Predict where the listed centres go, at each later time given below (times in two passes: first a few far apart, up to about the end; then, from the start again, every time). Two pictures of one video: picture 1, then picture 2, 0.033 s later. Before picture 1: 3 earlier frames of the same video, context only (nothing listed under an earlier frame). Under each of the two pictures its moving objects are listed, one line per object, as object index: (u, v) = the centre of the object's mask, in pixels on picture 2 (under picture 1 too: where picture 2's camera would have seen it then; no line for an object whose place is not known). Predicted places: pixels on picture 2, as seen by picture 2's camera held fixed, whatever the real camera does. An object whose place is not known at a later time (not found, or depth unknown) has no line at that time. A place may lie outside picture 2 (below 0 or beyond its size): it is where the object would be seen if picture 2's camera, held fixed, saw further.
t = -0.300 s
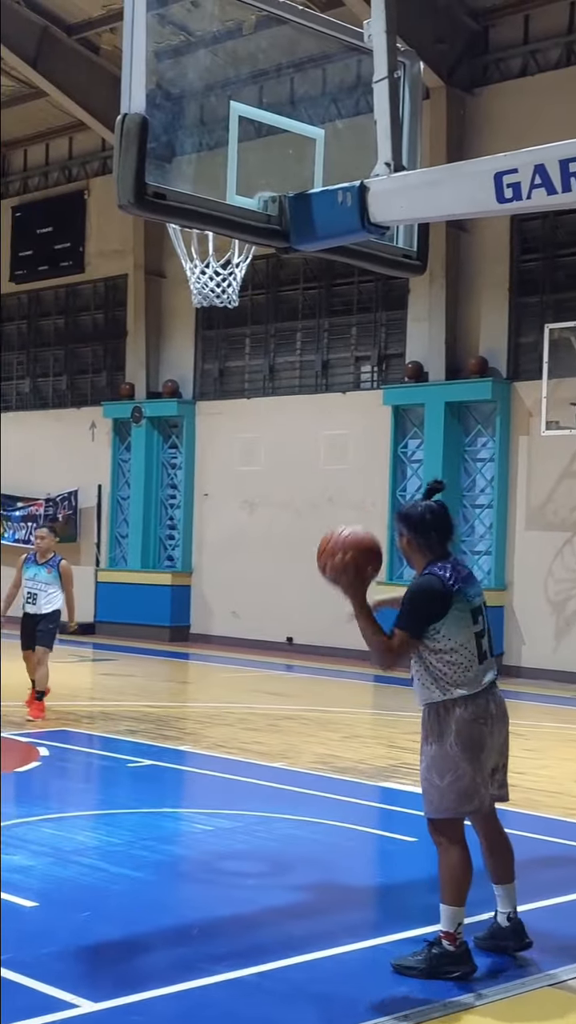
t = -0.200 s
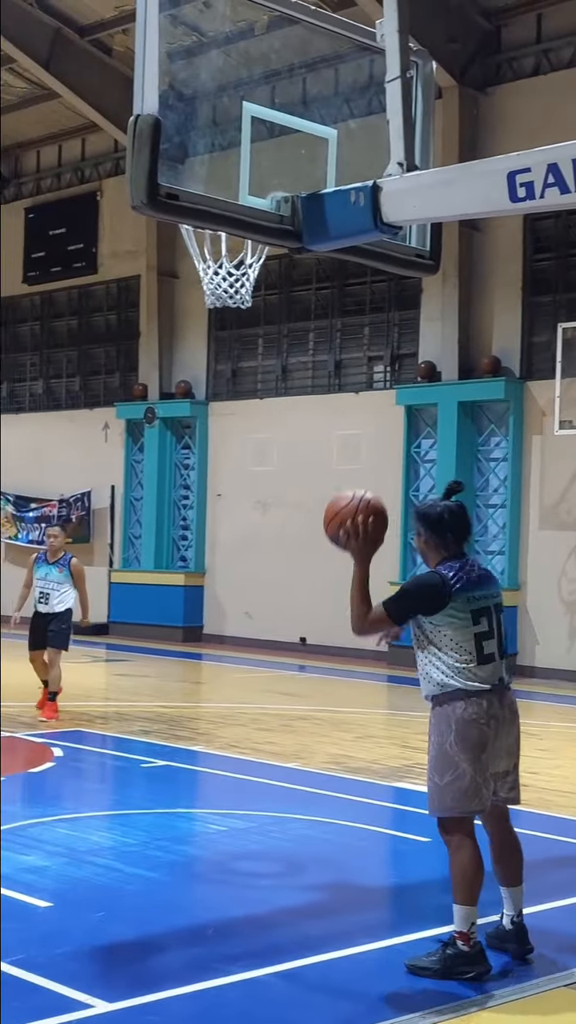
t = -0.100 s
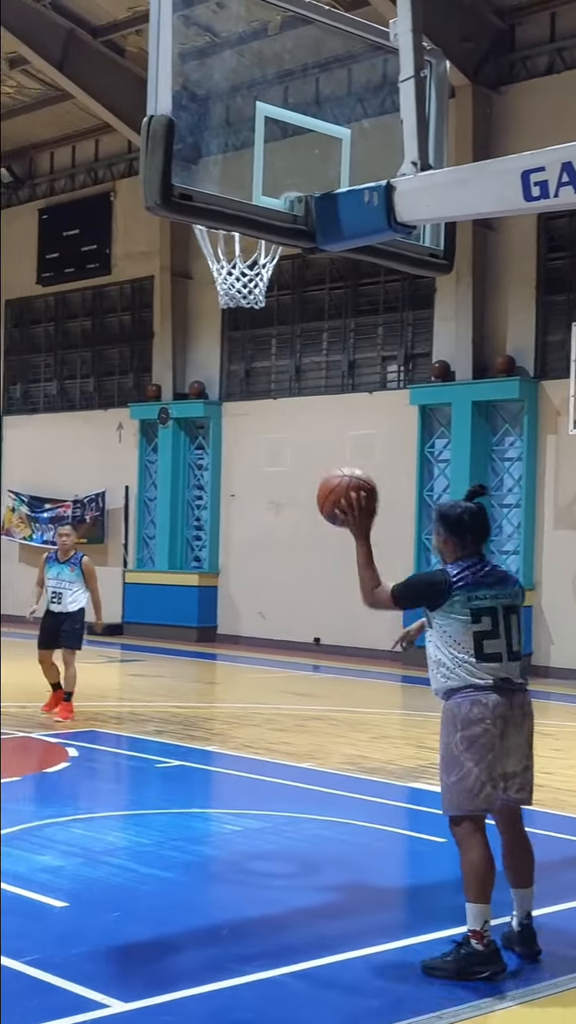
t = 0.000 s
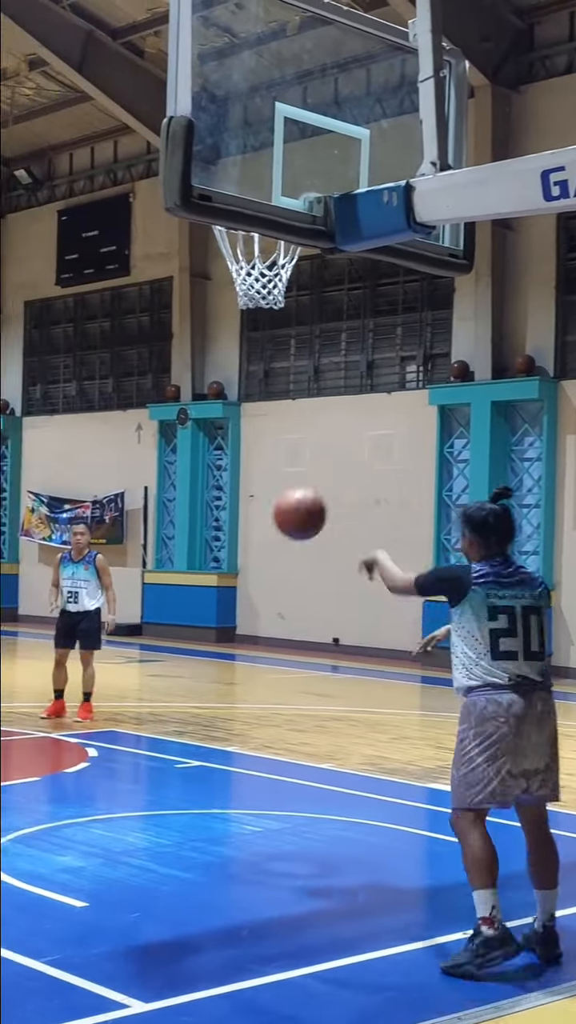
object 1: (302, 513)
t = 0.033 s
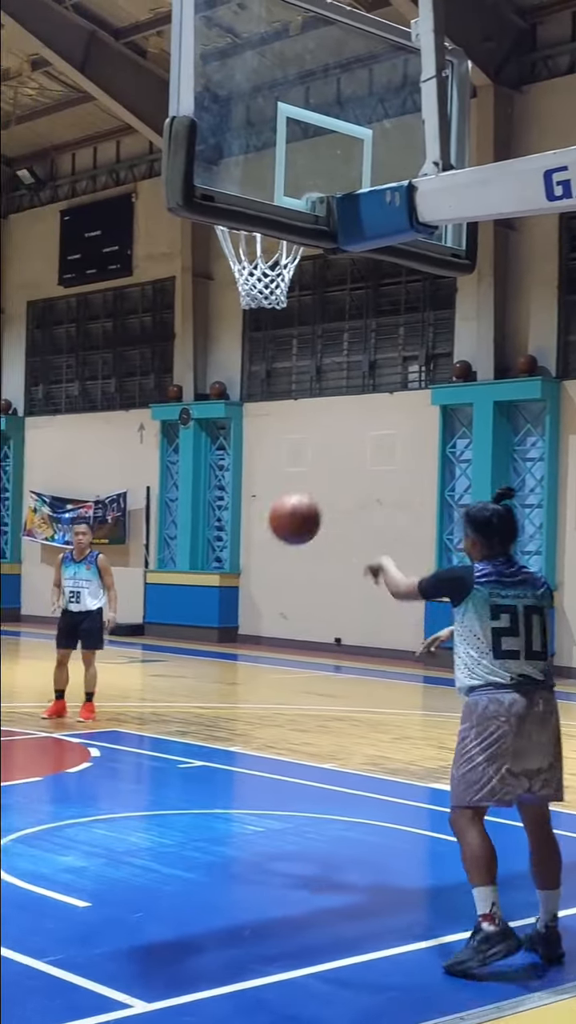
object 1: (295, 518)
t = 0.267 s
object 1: (222, 607)
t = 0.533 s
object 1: (163, 724)
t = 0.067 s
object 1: (287, 524)
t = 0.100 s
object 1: (280, 531)
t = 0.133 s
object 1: (268, 544)
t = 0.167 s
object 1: (256, 559)
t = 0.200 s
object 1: (244, 574)
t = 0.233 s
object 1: (233, 591)
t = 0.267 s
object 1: (222, 607)
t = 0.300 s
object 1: (213, 626)
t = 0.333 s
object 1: (203, 647)
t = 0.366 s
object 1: (195, 667)
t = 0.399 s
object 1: (186, 690)
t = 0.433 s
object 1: (178, 714)
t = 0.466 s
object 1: (171, 735)
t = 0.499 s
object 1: (165, 747)
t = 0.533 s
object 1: (163, 724)
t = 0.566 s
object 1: (161, 703)
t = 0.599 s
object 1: (158, 683)
